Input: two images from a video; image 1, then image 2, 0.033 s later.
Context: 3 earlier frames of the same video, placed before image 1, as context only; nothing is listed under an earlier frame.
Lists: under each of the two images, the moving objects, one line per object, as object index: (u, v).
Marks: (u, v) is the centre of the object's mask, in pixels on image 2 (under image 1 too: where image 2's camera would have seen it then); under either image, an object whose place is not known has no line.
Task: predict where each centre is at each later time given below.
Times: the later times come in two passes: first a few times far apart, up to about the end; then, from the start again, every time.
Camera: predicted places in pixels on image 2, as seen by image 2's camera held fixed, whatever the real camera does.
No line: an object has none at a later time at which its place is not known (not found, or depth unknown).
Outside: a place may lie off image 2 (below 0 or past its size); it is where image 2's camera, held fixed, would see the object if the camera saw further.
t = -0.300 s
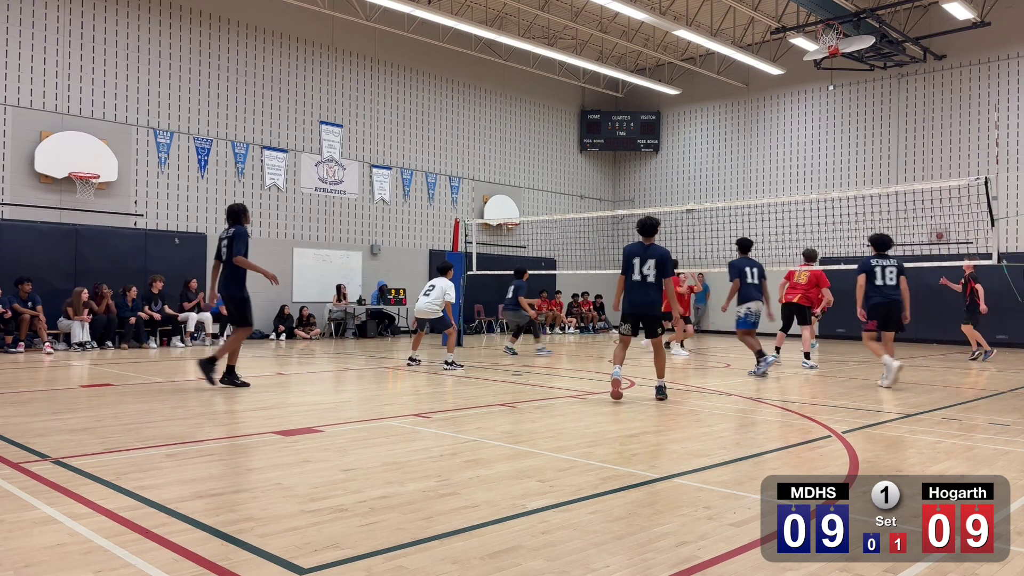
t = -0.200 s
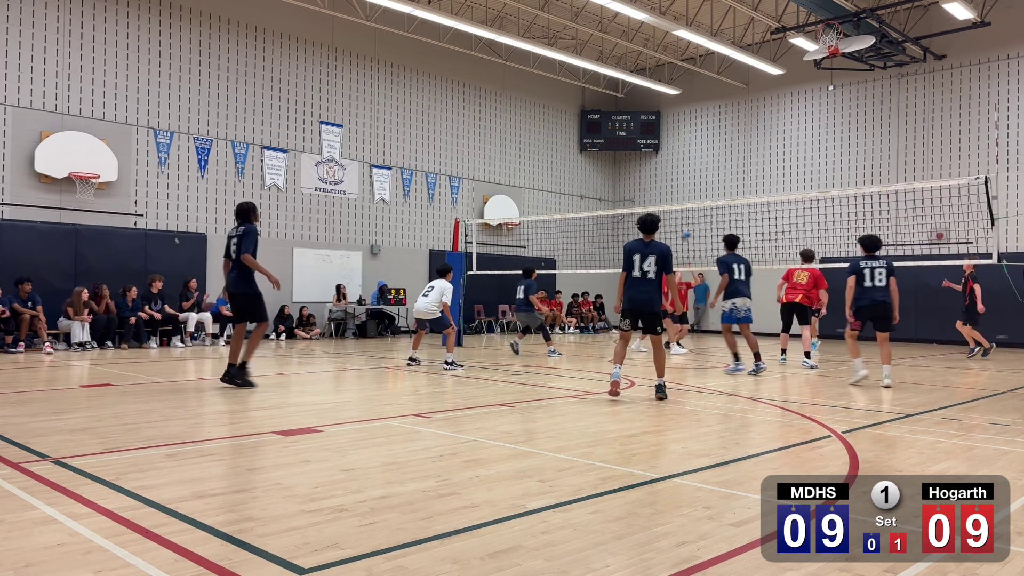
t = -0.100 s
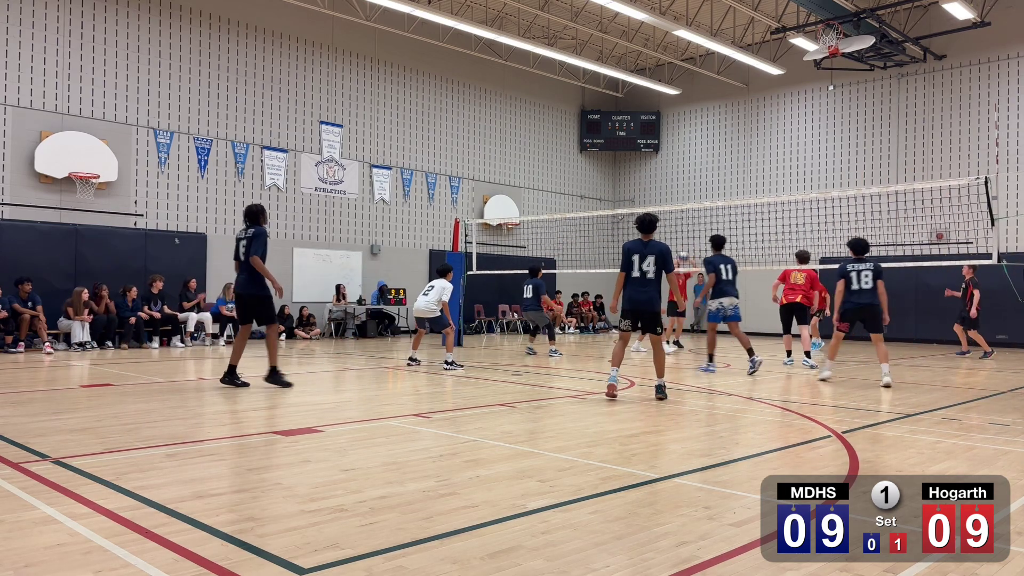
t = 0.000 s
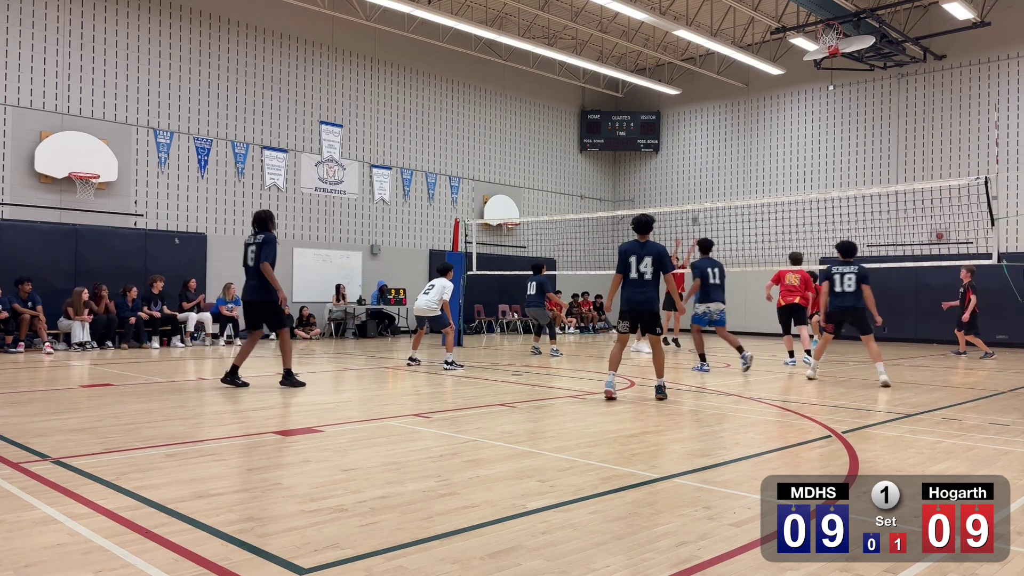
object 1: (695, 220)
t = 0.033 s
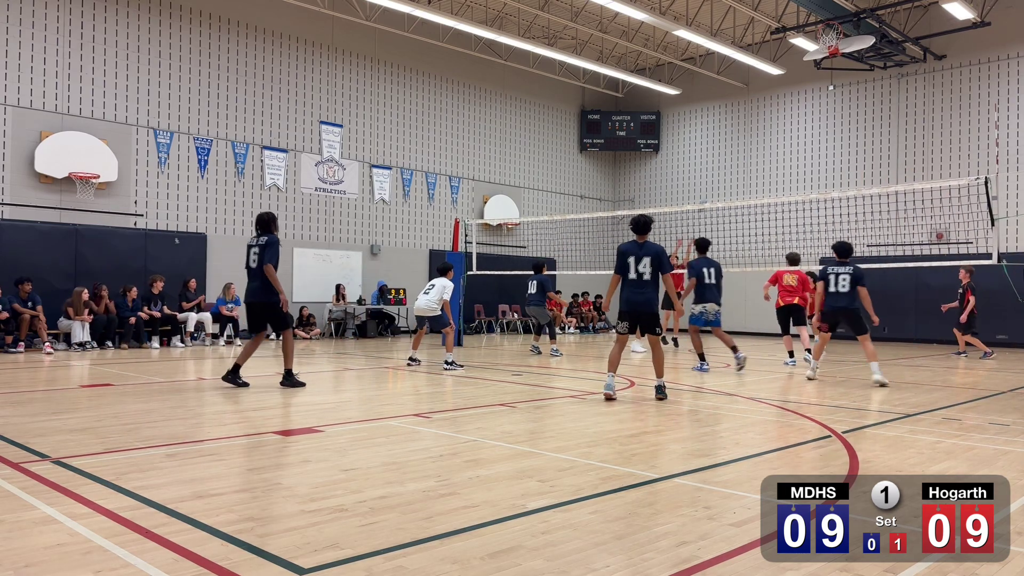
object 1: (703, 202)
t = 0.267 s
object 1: (747, 122)
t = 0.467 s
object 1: (790, 70)
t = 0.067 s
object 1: (709, 193)
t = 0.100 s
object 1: (715, 180)
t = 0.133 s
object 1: (722, 167)
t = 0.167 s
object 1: (728, 156)
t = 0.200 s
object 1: (734, 145)
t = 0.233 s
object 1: (740, 134)
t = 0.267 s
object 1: (747, 122)
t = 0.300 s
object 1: (754, 111)
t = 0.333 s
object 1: (761, 103)
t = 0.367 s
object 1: (768, 94)
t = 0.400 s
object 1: (775, 85)
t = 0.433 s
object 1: (782, 78)
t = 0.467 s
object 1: (790, 70)
